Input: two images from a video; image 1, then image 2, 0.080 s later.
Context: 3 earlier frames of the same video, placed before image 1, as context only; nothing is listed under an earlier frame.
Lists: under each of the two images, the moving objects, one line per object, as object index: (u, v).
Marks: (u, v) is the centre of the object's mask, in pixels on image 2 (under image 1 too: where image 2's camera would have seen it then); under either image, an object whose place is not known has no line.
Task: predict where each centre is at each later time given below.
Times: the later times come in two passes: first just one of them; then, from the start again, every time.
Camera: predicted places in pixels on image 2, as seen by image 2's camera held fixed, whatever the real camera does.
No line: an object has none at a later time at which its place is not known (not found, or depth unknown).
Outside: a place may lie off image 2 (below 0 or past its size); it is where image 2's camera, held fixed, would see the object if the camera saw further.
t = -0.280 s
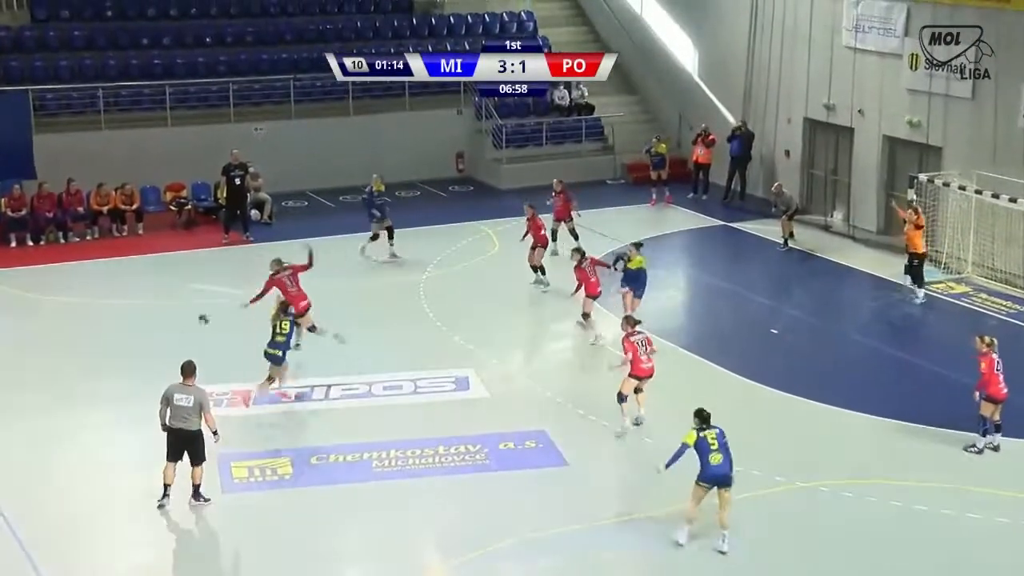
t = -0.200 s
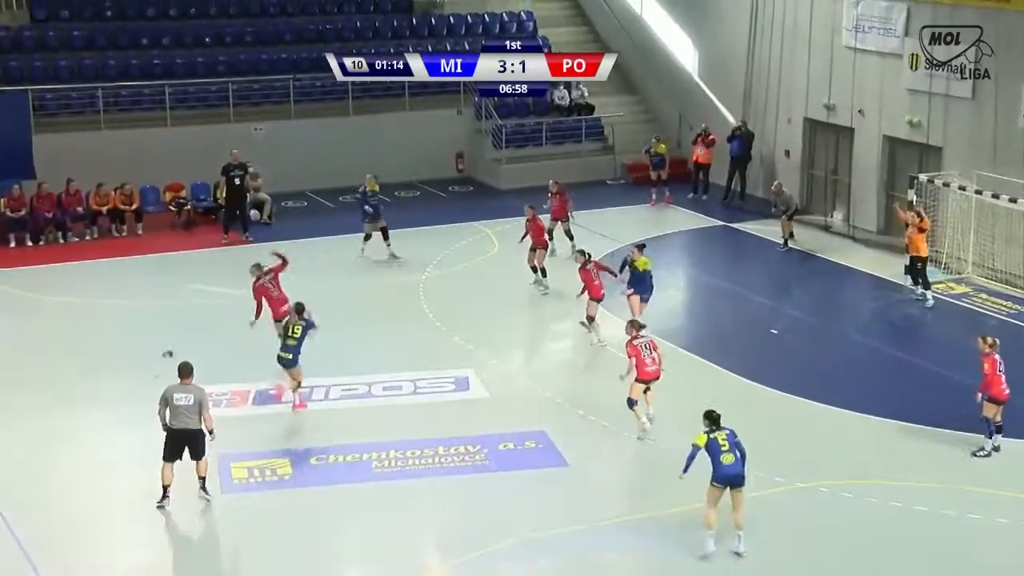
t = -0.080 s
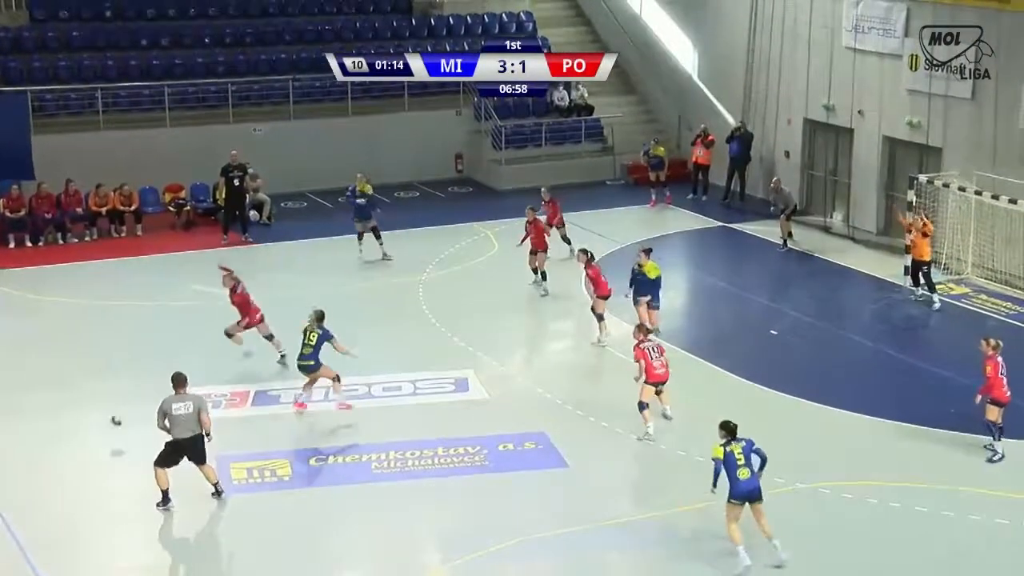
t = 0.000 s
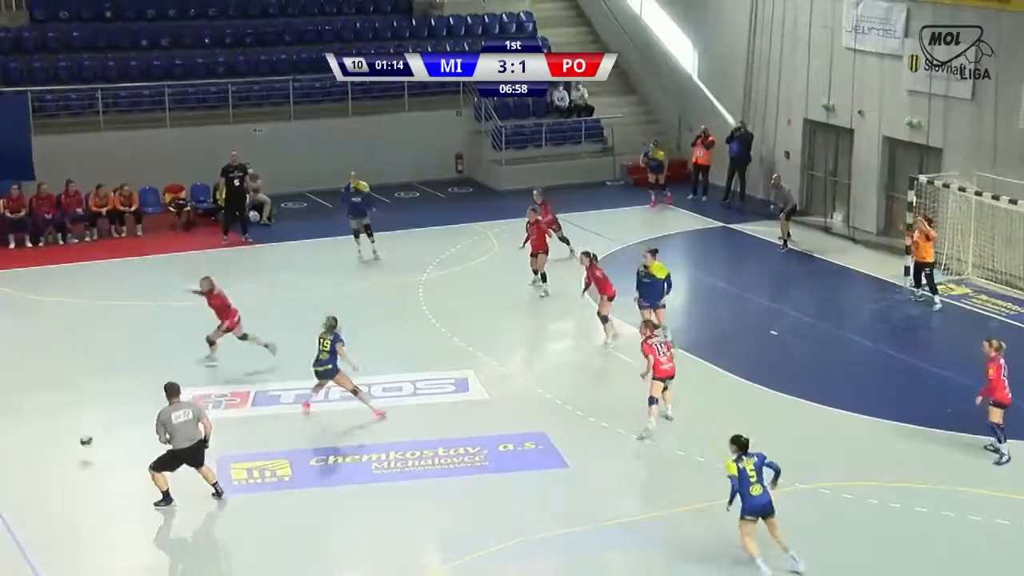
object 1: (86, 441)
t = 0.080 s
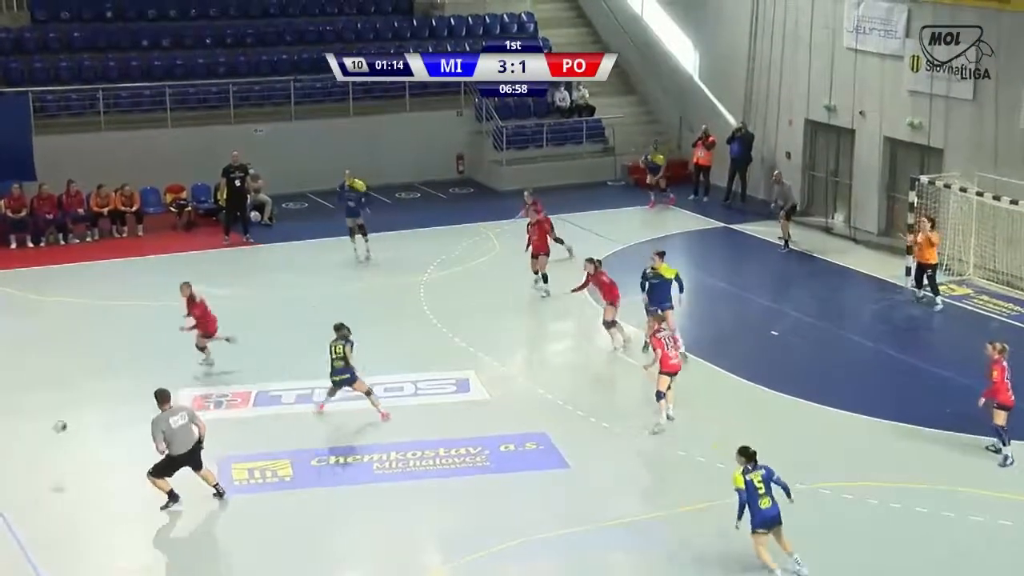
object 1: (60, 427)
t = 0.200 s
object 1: (18, 413)
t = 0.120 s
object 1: (46, 422)
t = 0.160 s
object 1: (32, 417)
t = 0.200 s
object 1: (18, 413)
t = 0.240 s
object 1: (4, 411)
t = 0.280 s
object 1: (-11, 411)
